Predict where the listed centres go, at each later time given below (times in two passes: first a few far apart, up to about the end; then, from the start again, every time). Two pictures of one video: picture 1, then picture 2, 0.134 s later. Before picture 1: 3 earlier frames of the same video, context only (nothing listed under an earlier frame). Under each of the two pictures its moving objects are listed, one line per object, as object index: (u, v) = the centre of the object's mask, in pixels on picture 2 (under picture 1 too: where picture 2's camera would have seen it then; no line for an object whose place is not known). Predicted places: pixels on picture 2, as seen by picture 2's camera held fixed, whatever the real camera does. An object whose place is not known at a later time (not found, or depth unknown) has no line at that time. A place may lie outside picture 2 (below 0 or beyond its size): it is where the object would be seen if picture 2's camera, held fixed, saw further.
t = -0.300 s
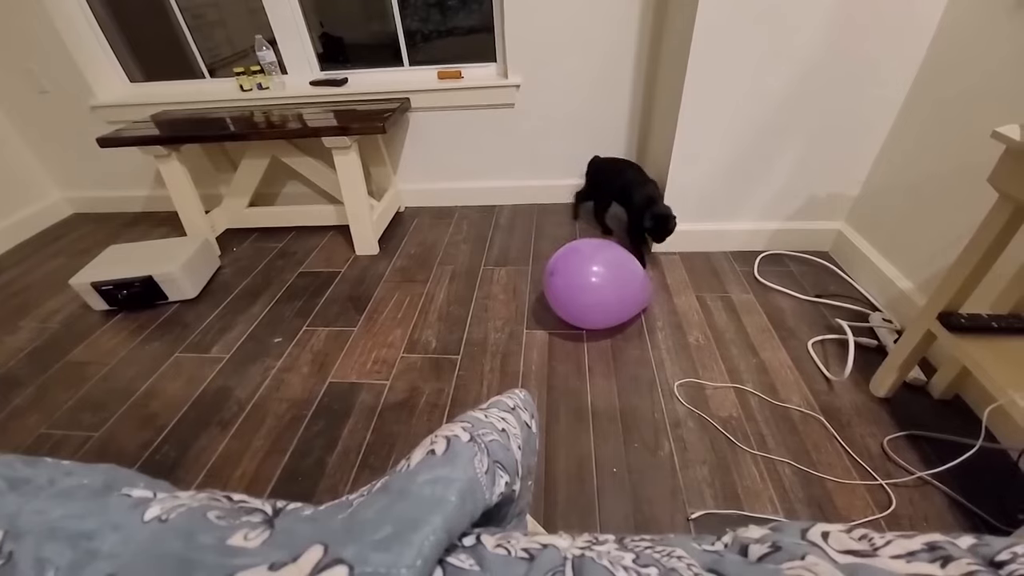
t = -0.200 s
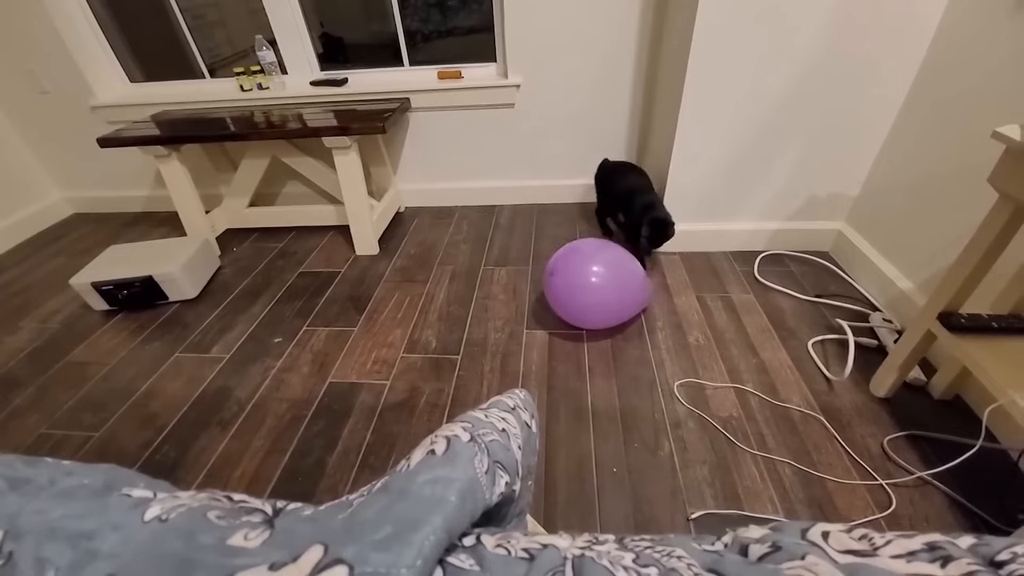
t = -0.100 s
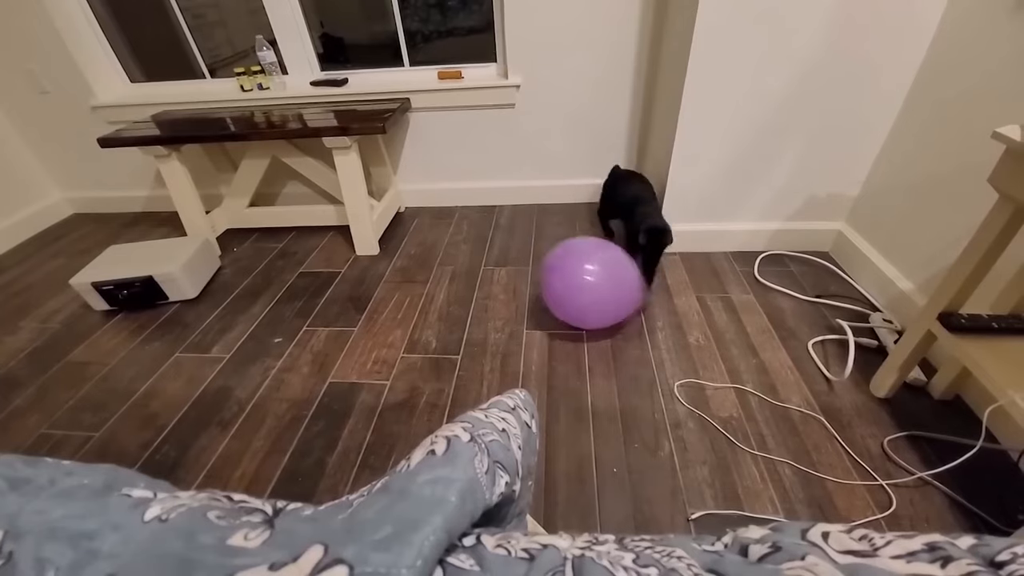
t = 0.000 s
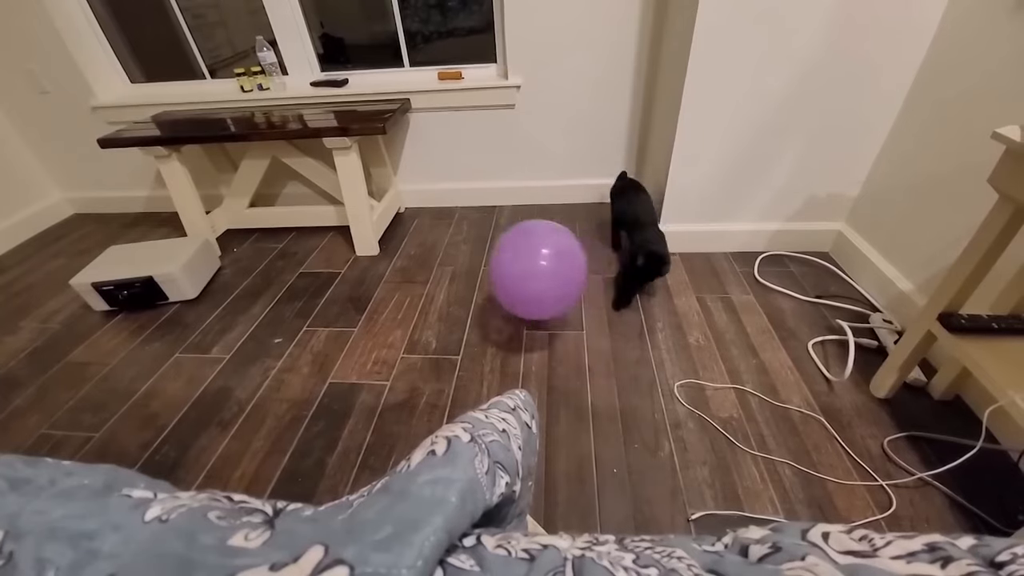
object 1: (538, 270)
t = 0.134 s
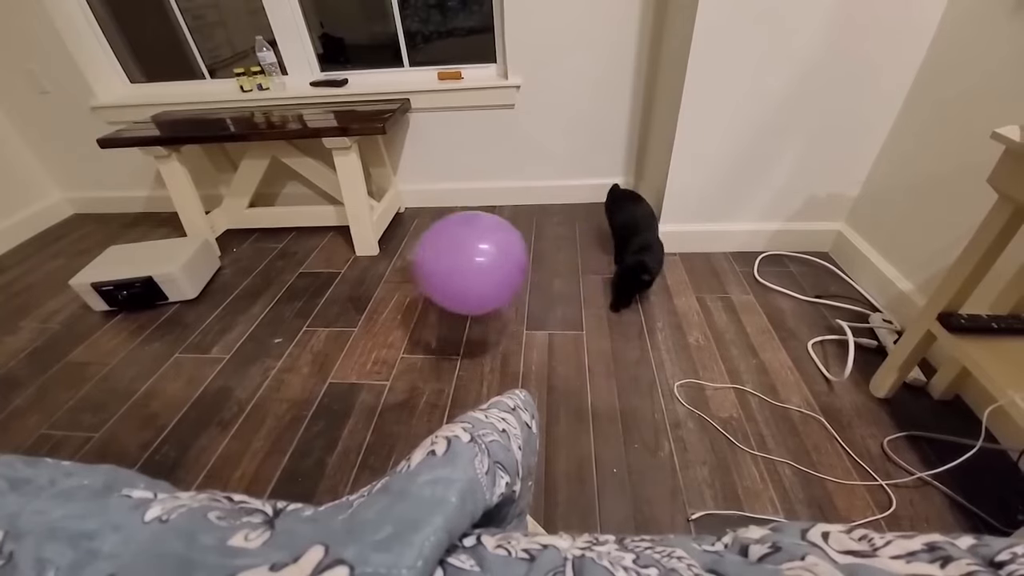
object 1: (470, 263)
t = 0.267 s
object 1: (400, 261)
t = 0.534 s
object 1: (276, 273)
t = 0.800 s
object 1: (218, 313)
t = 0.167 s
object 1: (452, 261)
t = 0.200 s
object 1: (435, 261)
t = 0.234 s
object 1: (418, 261)
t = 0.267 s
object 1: (400, 261)
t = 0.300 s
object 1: (383, 261)
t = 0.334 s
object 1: (366, 261)
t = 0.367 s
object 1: (349, 262)
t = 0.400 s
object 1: (333, 263)
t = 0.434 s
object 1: (317, 265)
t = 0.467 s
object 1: (302, 267)
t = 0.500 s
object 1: (289, 269)
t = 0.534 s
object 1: (276, 273)
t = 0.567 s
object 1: (265, 277)
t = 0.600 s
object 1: (254, 281)
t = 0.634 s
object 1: (245, 286)
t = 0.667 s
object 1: (237, 290)
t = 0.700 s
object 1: (230, 296)
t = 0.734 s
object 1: (224, 302)
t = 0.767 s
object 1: (220, 308)
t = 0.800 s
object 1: (218, 313)
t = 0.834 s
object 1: (217, 322)
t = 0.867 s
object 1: (217, 329)
